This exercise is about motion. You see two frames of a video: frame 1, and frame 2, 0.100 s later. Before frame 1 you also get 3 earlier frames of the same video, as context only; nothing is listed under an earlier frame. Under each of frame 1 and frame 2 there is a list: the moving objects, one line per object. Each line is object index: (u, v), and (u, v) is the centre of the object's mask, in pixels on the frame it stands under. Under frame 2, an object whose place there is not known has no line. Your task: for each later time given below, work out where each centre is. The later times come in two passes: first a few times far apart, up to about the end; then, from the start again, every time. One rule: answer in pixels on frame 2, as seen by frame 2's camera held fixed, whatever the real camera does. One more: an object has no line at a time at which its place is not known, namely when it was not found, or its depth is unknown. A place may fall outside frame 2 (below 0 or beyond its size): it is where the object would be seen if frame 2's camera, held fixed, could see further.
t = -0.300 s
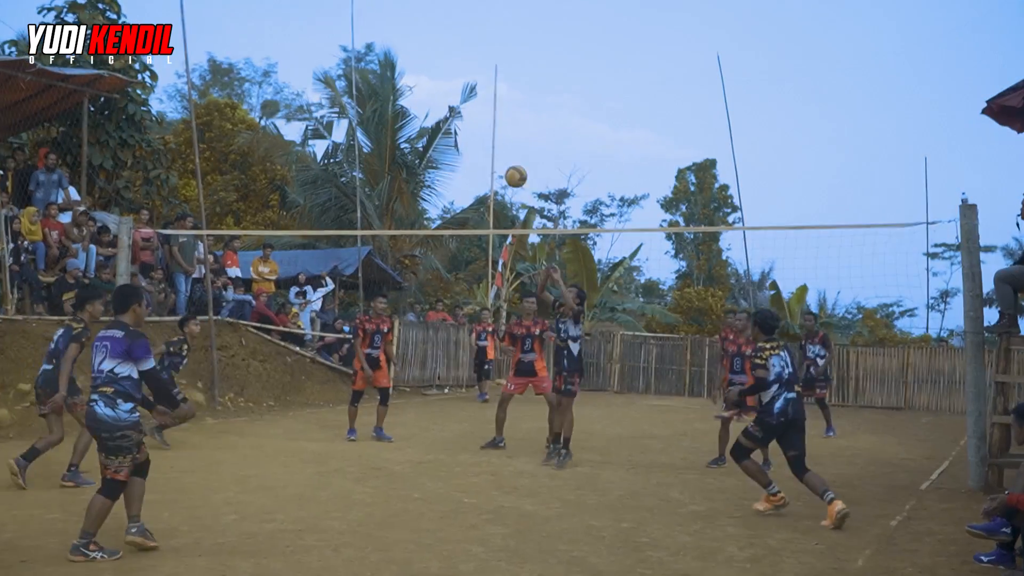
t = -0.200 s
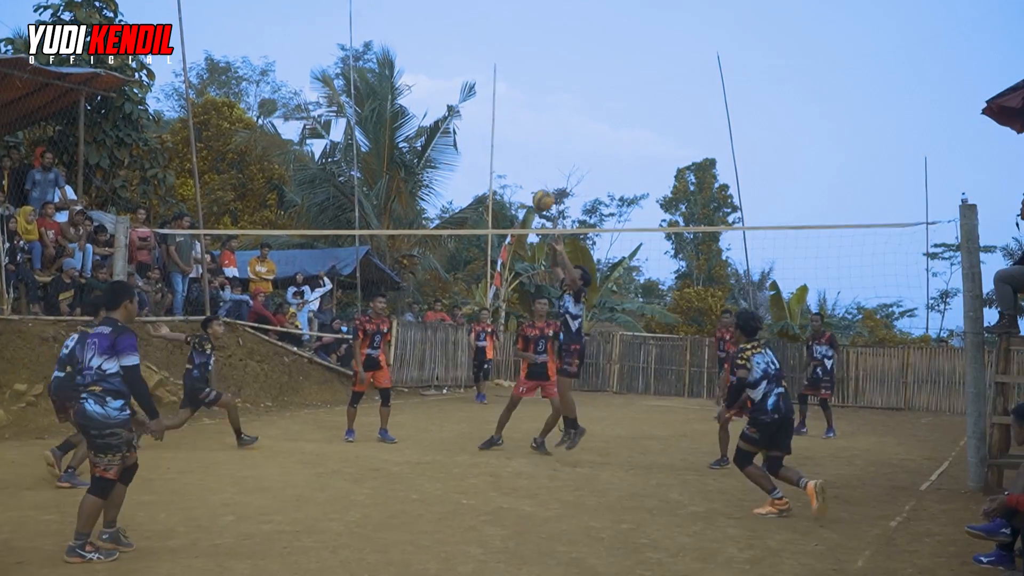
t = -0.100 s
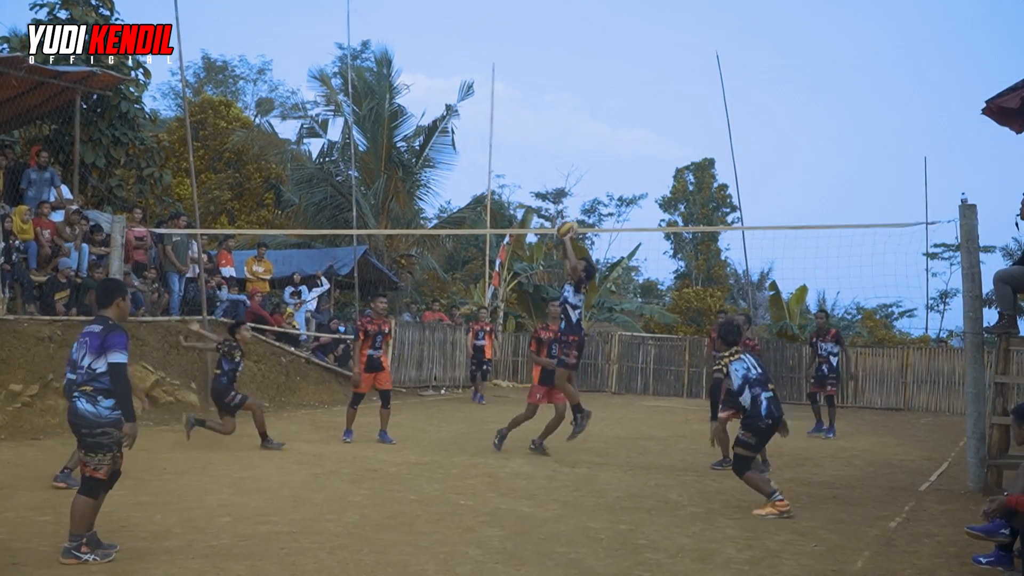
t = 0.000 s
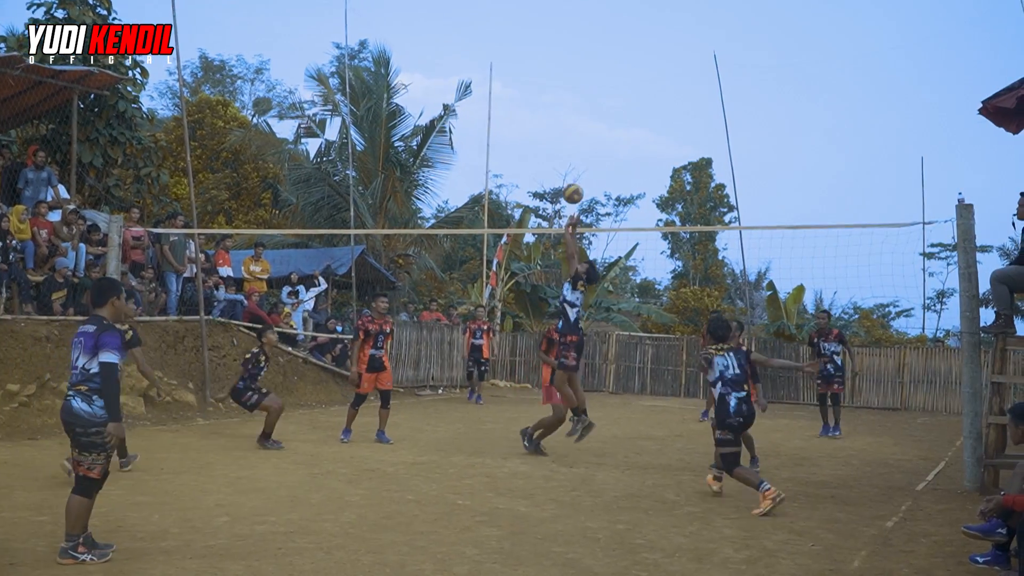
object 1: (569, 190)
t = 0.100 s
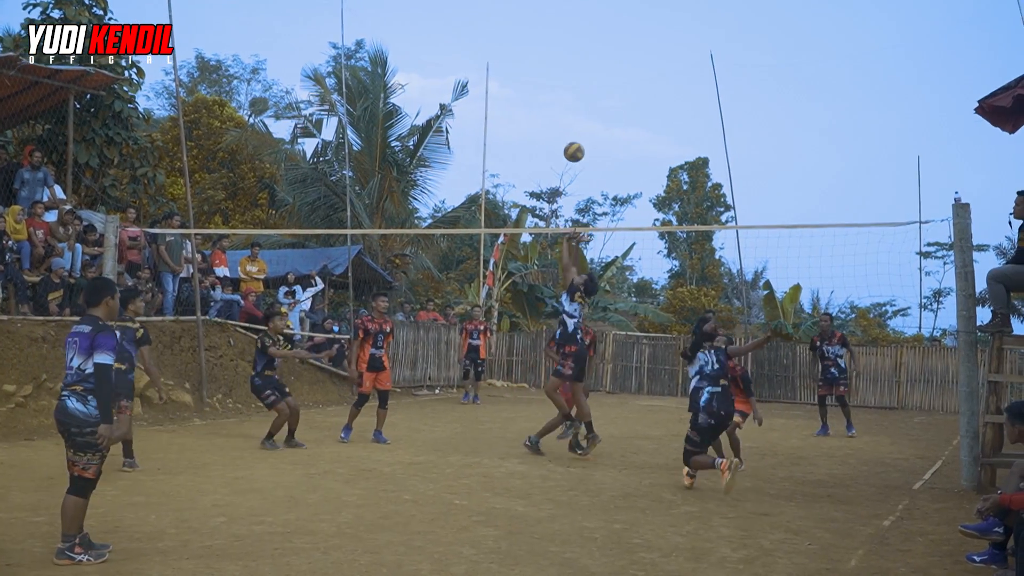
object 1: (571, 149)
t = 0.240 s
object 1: (575, 108)
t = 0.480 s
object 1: (581, 85)
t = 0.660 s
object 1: (582, 105)
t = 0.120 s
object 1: (571, 142)
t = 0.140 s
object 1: (572, 135)
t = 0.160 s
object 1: (573, 129)
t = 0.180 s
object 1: (573, 124)
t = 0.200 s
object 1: (574, 118)
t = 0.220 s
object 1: (575, 113)
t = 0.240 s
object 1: (575, 108)
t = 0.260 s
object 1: (576, 104)
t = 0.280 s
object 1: (576, 100)
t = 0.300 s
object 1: (577, 97)
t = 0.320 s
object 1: (578, 94)
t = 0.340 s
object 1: (578, 92)
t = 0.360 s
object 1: (579, 90)
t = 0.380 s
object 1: (579, 88)
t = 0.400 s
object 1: (579, 87)
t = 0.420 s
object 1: (580, 86)
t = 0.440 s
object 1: (580, 85)
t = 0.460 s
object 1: (580, 85)
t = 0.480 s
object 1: (581, 85)
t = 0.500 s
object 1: (581, 86)
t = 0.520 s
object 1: (581, 87)
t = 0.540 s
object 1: (581, 88)
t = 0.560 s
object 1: (581, 90)
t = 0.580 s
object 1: (582, 92)
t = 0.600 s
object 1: (582, 94)
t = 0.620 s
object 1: (582, 97)
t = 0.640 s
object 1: (582, 101)
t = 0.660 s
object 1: (582, 105)
